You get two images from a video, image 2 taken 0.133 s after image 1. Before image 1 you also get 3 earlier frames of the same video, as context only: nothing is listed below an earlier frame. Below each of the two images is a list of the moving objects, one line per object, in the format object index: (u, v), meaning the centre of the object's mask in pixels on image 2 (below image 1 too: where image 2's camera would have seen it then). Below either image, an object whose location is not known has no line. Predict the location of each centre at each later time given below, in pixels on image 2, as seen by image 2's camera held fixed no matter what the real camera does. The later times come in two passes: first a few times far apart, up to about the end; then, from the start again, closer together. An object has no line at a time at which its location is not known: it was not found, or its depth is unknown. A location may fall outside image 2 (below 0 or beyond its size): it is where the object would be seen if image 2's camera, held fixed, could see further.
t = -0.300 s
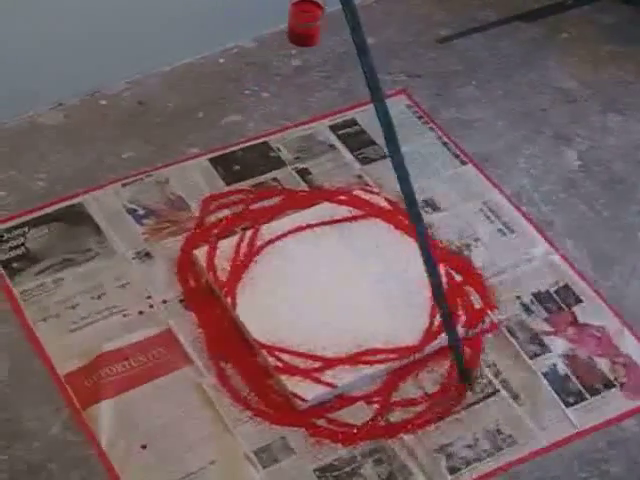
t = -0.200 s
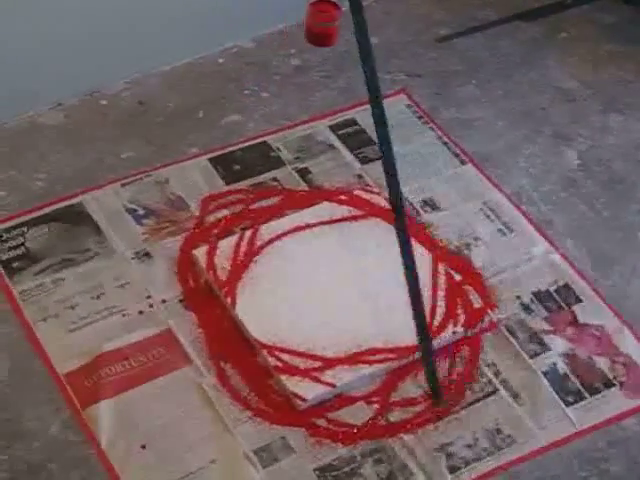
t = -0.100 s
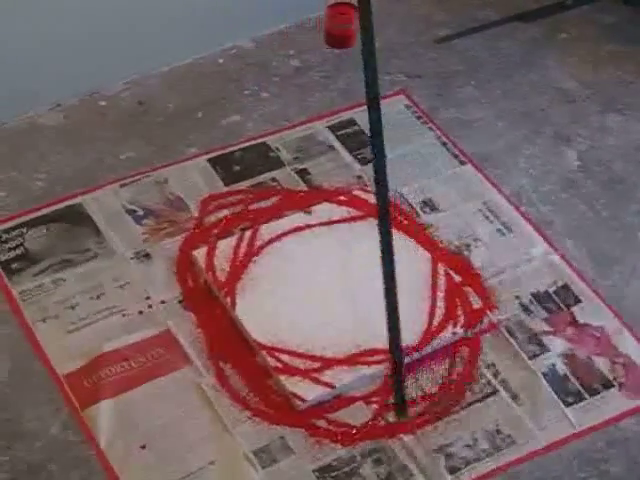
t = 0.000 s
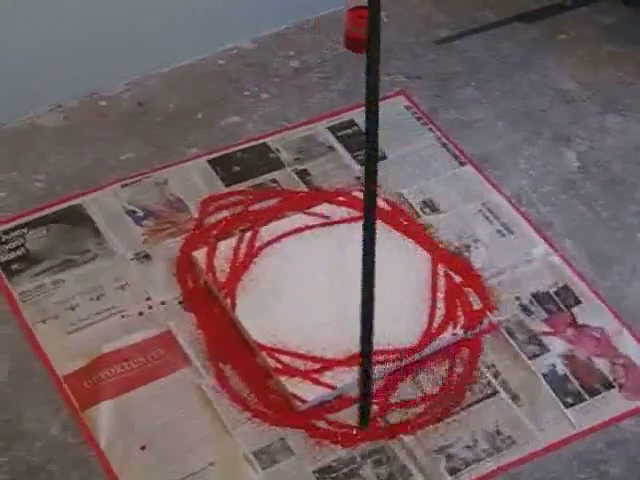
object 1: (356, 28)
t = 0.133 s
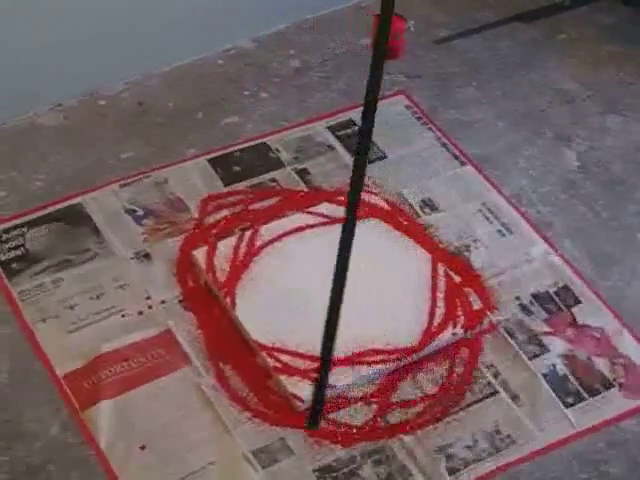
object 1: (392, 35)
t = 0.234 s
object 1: (409, 43)
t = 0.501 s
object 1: (453, 71)
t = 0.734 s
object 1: (474, 99)
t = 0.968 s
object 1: (475, 123)
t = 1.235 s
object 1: (451, 145)
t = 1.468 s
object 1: (412, 149)
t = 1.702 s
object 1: (363, 142)
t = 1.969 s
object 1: (309, 122)
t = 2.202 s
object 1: (275, 100)
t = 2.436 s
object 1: (256, 75)
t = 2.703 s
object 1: (260, 54)
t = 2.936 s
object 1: (281, 44)
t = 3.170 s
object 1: (314, 38)
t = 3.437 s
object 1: (359, 41)
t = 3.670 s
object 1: (406, 52)
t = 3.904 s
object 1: (431, 64)
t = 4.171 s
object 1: (453, 79)
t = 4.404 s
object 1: (455, 92)
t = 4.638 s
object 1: (441, 102)
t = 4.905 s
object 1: (405, 109)
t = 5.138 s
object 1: (368, 110)
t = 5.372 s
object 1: (328, 108)
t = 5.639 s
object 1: (292, 100)
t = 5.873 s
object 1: (277, 91)
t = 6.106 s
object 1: (275, 82)
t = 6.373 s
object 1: (290, 68)
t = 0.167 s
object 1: (402, 39)
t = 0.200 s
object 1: (404, 41)
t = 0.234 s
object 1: (409, 43)
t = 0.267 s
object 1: (415, 46)
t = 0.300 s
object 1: (422, 49)
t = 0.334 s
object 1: (428, 52)
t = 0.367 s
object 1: (433, 55)
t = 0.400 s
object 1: (439, 59)
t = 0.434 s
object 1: (444, 63)
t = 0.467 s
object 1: (449, 66)
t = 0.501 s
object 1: (453, 71)
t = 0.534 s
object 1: (457, 75)
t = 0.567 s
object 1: (461, 79)
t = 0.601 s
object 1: (464, 83)
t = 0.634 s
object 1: (466, 86)
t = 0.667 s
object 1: (469, 91)
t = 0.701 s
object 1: (472, 94)
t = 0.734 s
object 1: (474, 99)
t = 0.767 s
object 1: (475, 103)
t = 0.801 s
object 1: (476, 106)
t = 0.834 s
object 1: (476, 109)
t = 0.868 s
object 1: (476, 113)
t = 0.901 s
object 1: (476, 116)
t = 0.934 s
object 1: (476, 120)
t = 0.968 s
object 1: (475, 123)
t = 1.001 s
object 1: (473, 127)
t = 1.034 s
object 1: (472, 129)
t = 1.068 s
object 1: (470, 132)
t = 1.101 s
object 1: (466, 135)
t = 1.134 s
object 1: (462, 138)
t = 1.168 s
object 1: (460, 140)
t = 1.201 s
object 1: (456, 143)
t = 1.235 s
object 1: (451, 145)
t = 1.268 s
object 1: (447, 146)
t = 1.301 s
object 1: (442, 148)
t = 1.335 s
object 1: (436, 148)
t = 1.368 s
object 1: (430, 149)
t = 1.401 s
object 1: (424, 150)
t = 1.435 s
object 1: (418, 150)
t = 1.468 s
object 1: (412, 149)
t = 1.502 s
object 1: (404, 150)
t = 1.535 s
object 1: (399, 148)
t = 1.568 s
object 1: (391, 148)
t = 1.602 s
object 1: (385, 147)
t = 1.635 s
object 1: (377, 145)
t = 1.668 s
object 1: (370, 143)
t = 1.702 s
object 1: (363, 142)
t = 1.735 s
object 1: (357, 140)
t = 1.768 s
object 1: (349, 137)
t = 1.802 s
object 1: (343, 135)
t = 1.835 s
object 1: (336, 133)
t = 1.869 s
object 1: (329, 130)
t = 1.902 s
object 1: (322, 128)
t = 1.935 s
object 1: (315, 124)
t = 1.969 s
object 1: (309, 122)
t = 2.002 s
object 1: (304, 119)
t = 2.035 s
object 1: (298, 116)
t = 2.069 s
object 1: (293, 113)
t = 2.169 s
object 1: (279, 103)
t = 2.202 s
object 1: (275, 100)
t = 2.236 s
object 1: (271, 97)
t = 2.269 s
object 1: (267, 93)
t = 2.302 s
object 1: (264, 89)
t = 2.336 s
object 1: (262, 86)
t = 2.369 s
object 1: (259, 83)
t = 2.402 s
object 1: (258, 79)
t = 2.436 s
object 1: (256, 75)
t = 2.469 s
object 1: (255, 73)
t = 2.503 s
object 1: (255, 70)
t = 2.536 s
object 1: (255, 67)
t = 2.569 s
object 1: (255, 64)
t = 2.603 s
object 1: (256, 62)
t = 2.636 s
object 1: (258, 60)
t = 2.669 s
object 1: (258, 57)
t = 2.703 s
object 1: (260, 54)
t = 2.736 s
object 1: (263, 53)
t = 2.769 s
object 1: (265, 51)
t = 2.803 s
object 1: (268, 48)
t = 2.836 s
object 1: (270, 47)
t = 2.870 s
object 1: (274, 46)
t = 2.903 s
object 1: (278, 45)
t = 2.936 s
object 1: (281, 44)
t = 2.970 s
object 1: (285, 42)
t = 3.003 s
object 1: (290, 41)
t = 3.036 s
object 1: (295, 41)
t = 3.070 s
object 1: (300, 40)
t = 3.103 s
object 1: (304, 39)
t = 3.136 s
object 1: (308, 39)
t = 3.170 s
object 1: (314, 38)
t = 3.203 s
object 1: (320, 38)
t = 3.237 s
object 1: (325, 38)
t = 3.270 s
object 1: (331, 38)
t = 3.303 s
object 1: (336, 38)
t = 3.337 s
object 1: (343, 39)
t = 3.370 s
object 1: (348, 38)
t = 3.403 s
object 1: (354, 39)
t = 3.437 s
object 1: (359, 41)
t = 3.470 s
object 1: (362, 41)
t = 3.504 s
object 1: (367, 43)
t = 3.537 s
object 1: (370, 43)
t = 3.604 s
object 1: (399, 47)
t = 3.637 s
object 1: (394, 48)
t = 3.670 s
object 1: (406, 52)
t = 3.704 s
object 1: (408, 53)
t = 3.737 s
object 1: (411, 55)
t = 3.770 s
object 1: (415, 57)
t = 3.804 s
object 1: (418, 58)
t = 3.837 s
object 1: (423, 60)
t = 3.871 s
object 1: (427, 62)
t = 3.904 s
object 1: (431, 64)
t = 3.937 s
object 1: (435, 66)
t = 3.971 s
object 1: (439, 68)
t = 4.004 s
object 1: (442, 70)
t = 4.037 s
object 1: (444, 72)
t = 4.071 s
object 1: (447, 73)
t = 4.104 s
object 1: (450, 75)
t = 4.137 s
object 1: (452, 77)
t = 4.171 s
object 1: (453, 79)
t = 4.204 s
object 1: (455, 81)
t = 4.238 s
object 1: (455, 83)
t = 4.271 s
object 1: (456, 84)
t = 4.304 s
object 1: (456, 86)
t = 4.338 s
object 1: (456, 88)
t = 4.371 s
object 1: (456, 89)
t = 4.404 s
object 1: (455, 92)
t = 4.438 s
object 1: (455, 93)
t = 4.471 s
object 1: (453, 95)
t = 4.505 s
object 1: (452, 97)
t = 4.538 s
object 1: (449, 99)
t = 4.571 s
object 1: (446, 100)
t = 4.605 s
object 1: (444, 101)
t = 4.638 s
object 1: (441, 102)
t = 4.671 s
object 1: (436, 104)
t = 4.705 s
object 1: (432, 105)
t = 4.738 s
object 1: (429, 106)
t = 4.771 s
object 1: (424, 107)
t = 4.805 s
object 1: (419, 107)
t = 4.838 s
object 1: (415, 108)
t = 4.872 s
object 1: (410, 108)
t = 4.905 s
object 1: (405, 109)
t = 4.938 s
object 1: (399, 109)
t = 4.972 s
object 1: (394, 110)
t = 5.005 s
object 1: (389, 110)
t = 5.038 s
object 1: (384, 110)
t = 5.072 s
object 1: (378, 110)
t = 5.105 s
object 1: (373, 110)
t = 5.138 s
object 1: (368, 110)
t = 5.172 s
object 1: (361, 109)
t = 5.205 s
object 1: (355, 110)
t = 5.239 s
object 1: (350, 110)
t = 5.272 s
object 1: (344, 108)
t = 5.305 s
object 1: (338, 108)
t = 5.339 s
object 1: (333, 108)
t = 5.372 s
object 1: (328, 108)
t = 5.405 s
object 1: (322, 108)
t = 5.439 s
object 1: (317, 106)
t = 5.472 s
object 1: (312, 106)
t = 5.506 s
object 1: (307, 104)
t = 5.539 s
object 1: (303, 103)
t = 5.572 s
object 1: (299, 102)
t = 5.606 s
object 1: (295, 101)
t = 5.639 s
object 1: (292, 100)
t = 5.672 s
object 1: (289, 100)
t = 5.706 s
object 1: (286, 98)
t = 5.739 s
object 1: (284, 98)
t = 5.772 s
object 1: (282, 96)
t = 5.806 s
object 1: (280, 94)
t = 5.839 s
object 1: (278, 93)
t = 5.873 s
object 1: (277, 91)
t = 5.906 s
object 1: (277, 90)
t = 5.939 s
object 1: (277, 89)
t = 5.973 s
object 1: (275, 88)
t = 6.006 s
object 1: (275, 86)
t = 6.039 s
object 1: (275, 84)
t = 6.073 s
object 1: (275, 83)
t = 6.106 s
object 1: (275, 82)
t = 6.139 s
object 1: (276, 80)
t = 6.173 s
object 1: (277, 78)
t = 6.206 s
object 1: (279, 77)
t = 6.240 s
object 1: (281, 75)
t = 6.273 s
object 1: (283, 74)
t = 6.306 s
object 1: (284, 72)
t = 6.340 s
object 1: (286, 70)
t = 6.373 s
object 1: (290, 68)
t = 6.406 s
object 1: (293, 66)
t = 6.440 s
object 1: (296, 64)
